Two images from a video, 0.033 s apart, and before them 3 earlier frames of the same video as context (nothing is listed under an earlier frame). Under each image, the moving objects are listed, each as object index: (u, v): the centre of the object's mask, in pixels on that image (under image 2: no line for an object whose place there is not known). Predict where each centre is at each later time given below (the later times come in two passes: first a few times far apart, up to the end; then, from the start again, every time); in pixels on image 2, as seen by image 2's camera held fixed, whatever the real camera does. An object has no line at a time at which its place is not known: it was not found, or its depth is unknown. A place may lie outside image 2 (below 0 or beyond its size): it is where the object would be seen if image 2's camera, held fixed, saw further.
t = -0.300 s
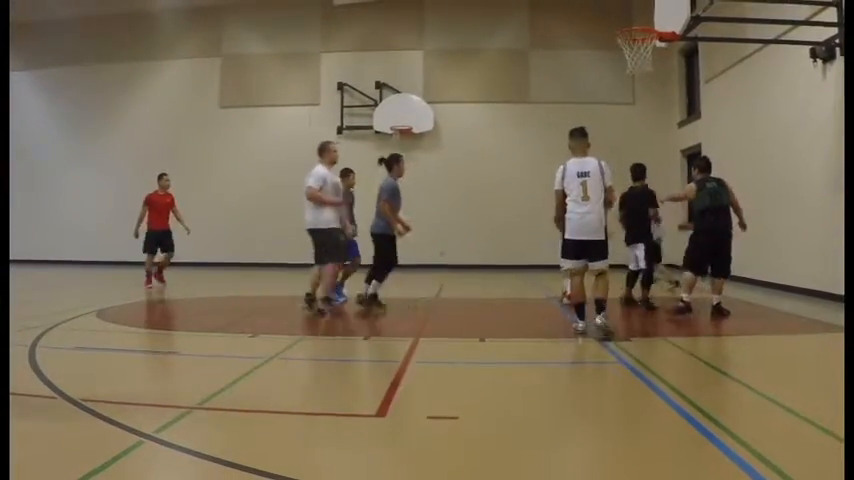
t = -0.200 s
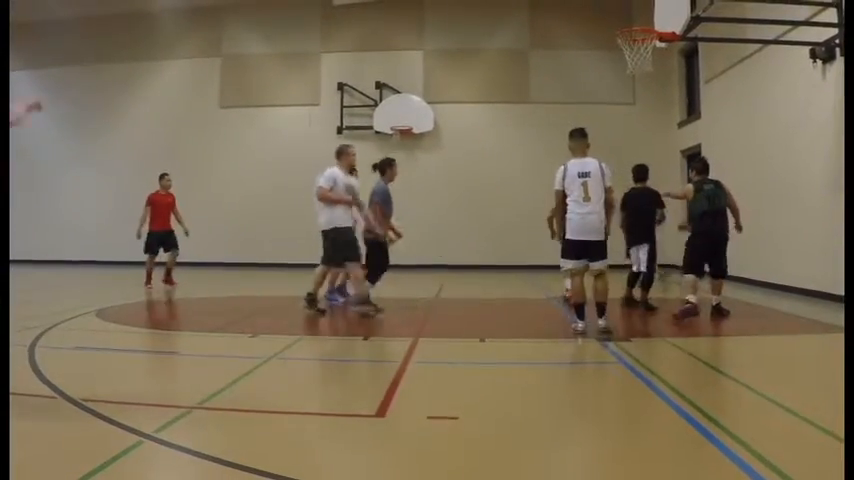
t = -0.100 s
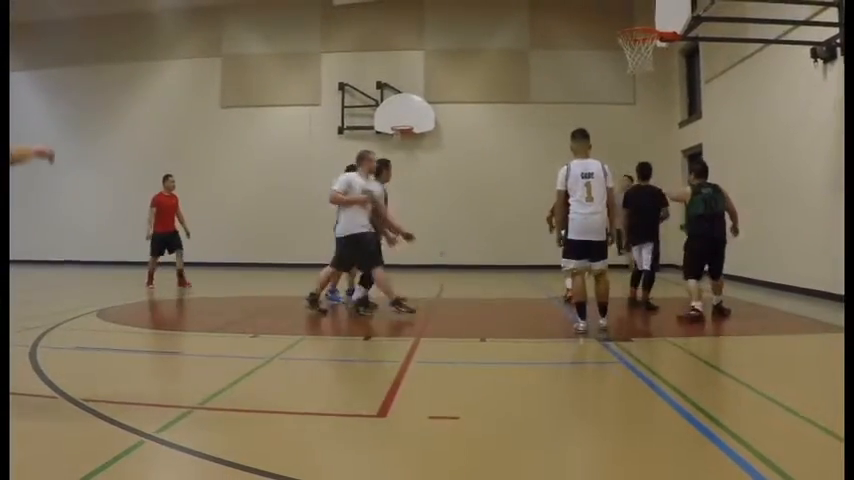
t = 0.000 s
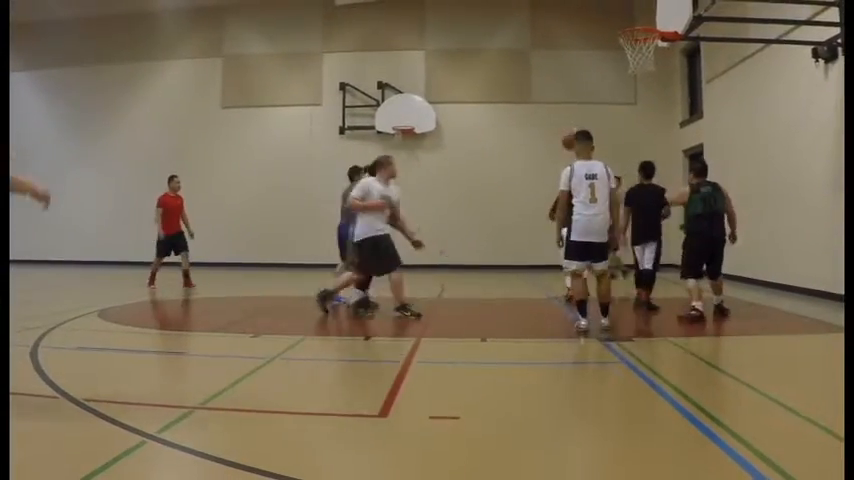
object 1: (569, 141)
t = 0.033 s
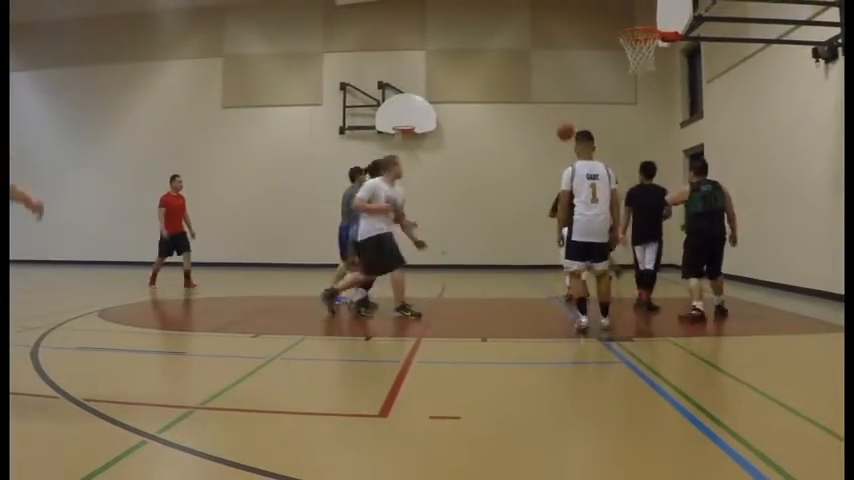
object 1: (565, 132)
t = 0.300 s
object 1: (502, 72)
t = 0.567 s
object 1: (383, 58)
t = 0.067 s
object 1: (559, 122)
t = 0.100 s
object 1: (552, 114)
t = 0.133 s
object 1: (547, 105)
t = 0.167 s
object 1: (539, 99)
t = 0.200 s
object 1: (531, 91)
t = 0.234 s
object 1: (522, 84)
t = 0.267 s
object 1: (512, 76)
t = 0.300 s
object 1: (502, 72)
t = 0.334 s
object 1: (491, 67)
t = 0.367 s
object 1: (479, 62)
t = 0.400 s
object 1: (466, 58)
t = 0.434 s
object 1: (453, 56)
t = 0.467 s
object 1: (438, 54)
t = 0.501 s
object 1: (421, 53)
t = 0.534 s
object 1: (403, 54)
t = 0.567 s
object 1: (383, 58)
